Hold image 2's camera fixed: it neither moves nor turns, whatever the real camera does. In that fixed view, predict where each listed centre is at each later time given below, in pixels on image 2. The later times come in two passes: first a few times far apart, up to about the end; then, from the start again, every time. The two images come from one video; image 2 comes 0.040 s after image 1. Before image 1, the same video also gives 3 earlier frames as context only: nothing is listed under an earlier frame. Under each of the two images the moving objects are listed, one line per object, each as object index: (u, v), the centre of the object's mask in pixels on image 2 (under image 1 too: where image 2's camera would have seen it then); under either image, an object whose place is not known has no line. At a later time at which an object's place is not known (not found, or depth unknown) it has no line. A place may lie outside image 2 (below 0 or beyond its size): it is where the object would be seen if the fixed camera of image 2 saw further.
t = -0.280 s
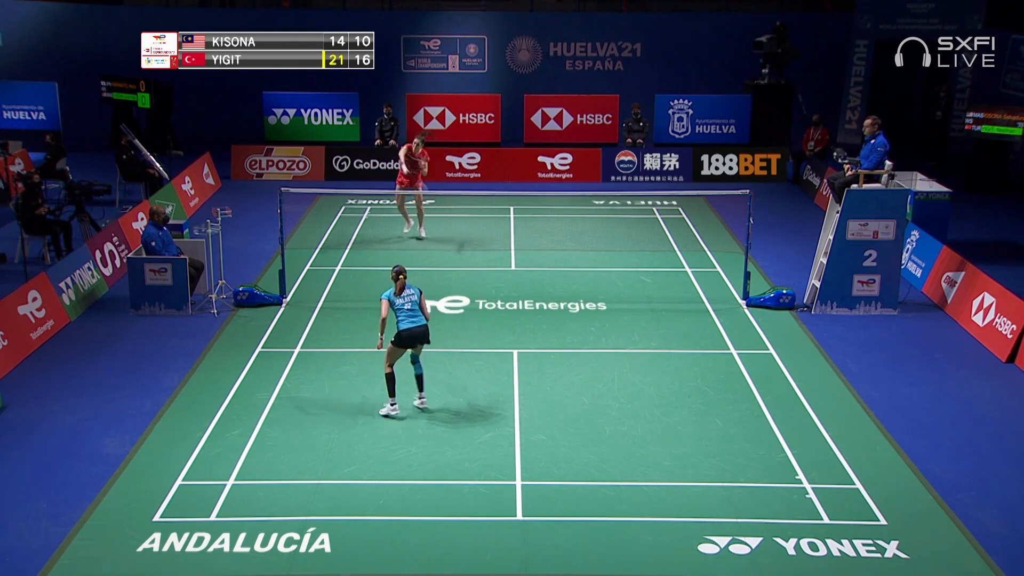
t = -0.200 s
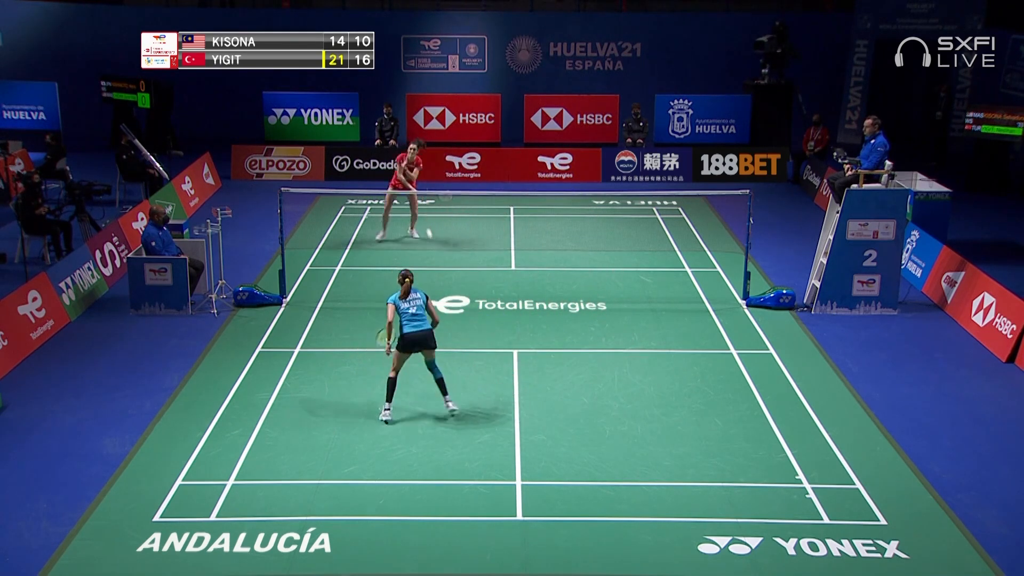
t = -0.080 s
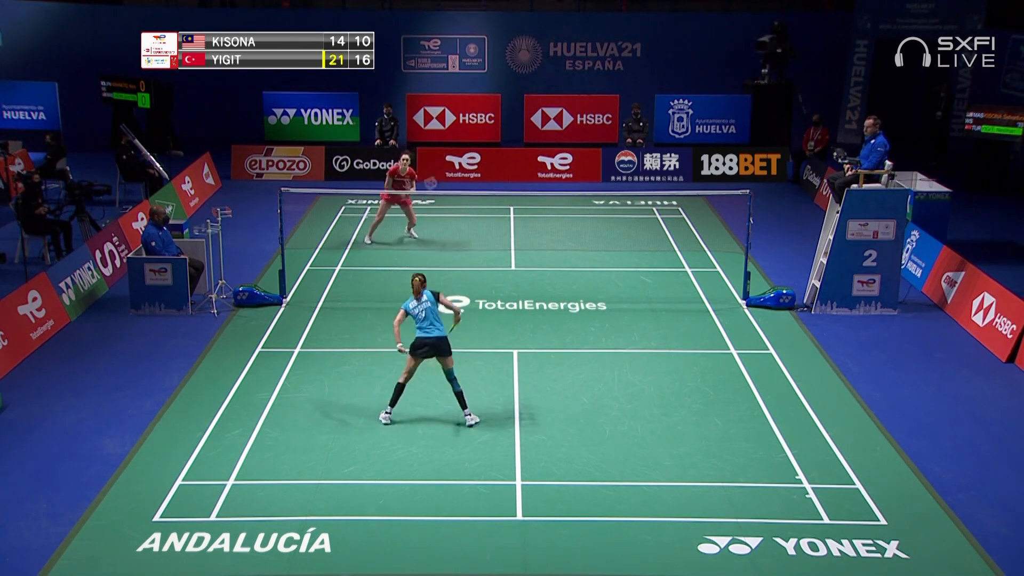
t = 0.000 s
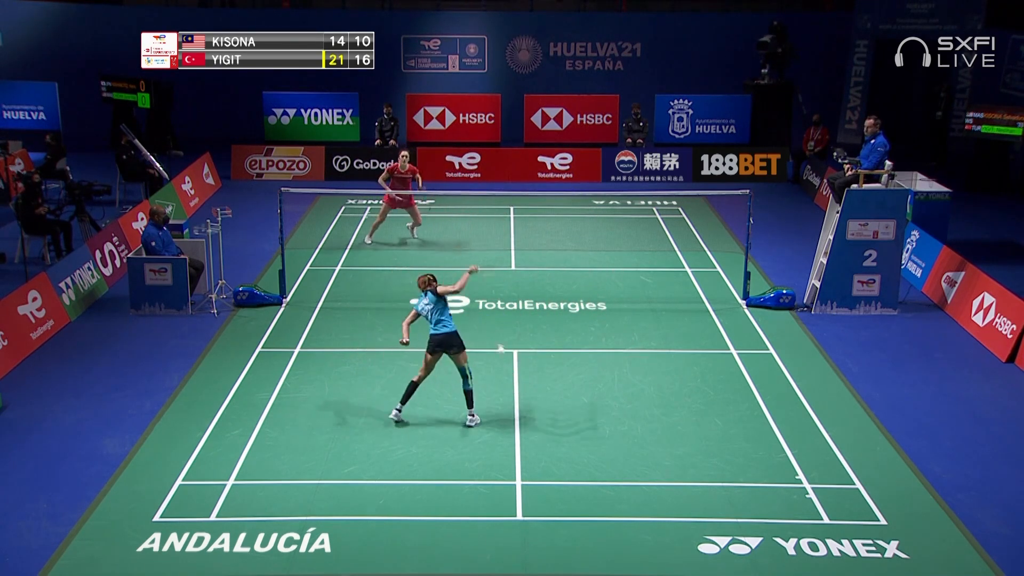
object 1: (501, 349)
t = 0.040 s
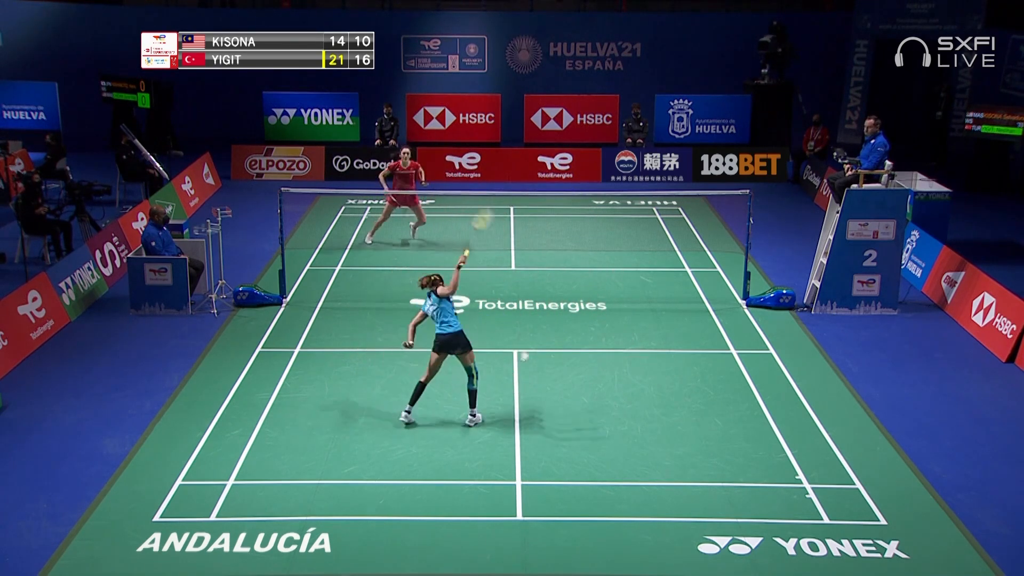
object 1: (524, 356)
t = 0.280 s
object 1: (623, 446)
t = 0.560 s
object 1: (694, 479)
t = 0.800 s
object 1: (719, 491)
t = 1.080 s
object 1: (720, 495)
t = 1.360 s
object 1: (720, 495)
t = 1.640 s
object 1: (720, 495)
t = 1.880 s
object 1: (720, 495)
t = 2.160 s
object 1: (720, 495)
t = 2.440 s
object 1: (720, 495)
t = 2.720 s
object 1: (720, 495)
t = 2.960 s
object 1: (720, 495)
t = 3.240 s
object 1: (720, 495)
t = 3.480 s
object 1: (720, 495)
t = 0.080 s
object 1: (545, 371)
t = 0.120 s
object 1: (562, 383)
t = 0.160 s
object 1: (576, 397)
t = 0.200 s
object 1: (592, 413)
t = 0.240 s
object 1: (608, 428)
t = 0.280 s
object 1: (623, 446)
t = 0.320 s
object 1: (638, 463)
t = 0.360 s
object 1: (648, 462)
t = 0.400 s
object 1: (658, 463)
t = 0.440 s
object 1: (668, 465)
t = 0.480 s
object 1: (677, 469)
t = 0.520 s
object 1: (685, 475)
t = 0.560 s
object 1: (694, 479)
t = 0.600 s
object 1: (699, 478)
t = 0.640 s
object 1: (704, 480)
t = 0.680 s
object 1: (709, 484)
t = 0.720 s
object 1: (713, 487)
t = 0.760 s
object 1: (716, 489)
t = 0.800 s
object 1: (719, 491)
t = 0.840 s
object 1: (721, 492)
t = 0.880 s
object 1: (721, 493)
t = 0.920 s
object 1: (721, 494)
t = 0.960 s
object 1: (720, 495)
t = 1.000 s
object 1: (720, 495)
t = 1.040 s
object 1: (720, 495)
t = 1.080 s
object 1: (720, 495)
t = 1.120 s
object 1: (720, 495)
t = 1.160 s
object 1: (720, 495)
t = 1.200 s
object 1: (720, 495)
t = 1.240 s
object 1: (720, 495)
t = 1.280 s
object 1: (720, 495)
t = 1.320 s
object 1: (720, 495)
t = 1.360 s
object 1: (720, 495)
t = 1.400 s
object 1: (720, 495)
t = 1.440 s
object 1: (720, 495)
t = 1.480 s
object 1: (720, 495)
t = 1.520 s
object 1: (720, 495)
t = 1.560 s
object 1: (720, 495)
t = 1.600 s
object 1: (720, 495)
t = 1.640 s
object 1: (720, 495)
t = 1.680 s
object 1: (720, 495)
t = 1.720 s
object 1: (720, 495)
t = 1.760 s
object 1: (720, 495)
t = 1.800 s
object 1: (720, 495)
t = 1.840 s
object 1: (720, 495)
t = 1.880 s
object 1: (720, 495)
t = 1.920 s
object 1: (720, 495)
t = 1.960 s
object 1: (720, 495)
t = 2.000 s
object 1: (720, 495)
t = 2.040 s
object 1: (720, 495)
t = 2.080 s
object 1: (720, 495)
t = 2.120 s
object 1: (720, 495)
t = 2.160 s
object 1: (720, 495)
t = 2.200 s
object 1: (720, 495)
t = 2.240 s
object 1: (720, 495)
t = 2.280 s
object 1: (720, 495)
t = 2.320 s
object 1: (720, 495)
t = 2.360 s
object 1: (720, 495)
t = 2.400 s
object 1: (720, 495)
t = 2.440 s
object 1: (720, 495)
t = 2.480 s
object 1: (720, 495)
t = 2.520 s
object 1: (720, 495)
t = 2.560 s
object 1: (720, 495)
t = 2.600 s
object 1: (720, 495)
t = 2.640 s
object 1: (720, 495)
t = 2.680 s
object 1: (720, 495)
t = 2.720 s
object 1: (720, 495)
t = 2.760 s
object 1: (720, 495)
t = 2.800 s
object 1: (720, 495)
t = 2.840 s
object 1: (720, 495)
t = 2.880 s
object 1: (720, 495)
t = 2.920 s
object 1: (720, 495)
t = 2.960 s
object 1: (720, 495)
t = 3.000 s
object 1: (720, 495)
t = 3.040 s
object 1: (720, 495)
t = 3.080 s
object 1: (720, 495)
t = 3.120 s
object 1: (720, 495)
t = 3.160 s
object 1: (720, 495)
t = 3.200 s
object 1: (720, 495)
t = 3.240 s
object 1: (720, 495)
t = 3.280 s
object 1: (720, 495)
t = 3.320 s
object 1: (720, 495)
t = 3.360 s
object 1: (720, 495)
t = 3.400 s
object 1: (720, 495)
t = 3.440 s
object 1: (720, 495)
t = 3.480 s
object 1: (720, 495)
